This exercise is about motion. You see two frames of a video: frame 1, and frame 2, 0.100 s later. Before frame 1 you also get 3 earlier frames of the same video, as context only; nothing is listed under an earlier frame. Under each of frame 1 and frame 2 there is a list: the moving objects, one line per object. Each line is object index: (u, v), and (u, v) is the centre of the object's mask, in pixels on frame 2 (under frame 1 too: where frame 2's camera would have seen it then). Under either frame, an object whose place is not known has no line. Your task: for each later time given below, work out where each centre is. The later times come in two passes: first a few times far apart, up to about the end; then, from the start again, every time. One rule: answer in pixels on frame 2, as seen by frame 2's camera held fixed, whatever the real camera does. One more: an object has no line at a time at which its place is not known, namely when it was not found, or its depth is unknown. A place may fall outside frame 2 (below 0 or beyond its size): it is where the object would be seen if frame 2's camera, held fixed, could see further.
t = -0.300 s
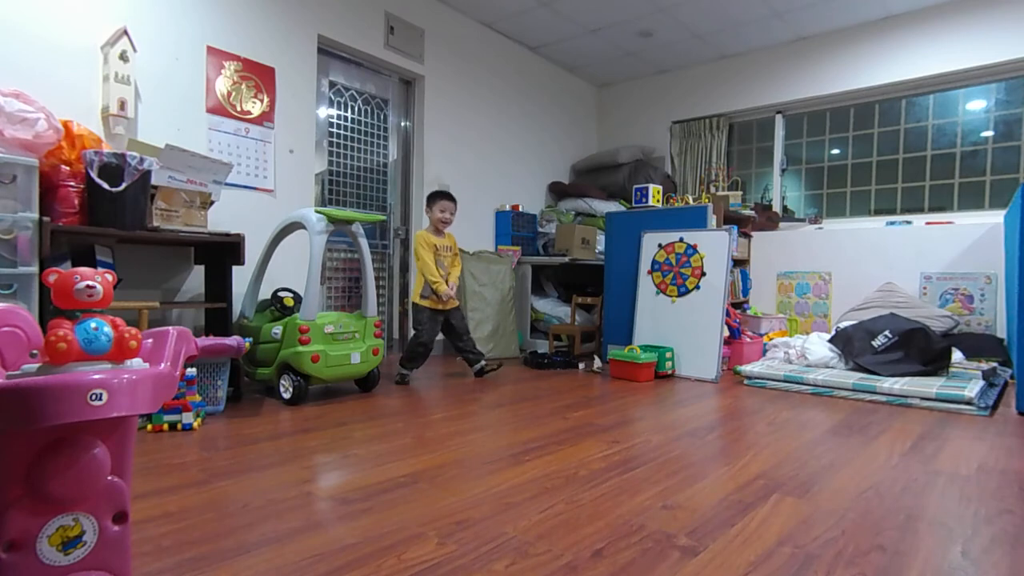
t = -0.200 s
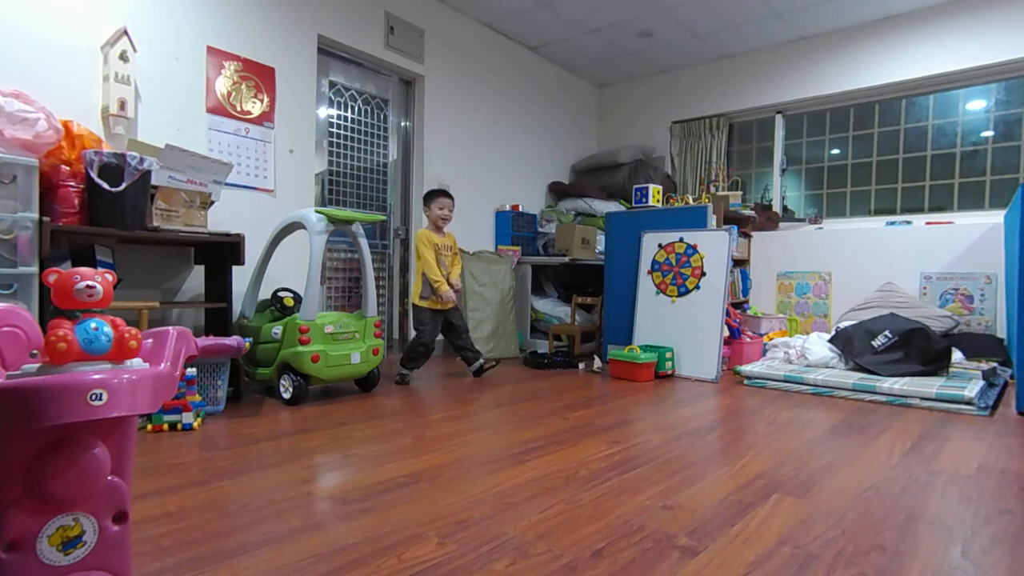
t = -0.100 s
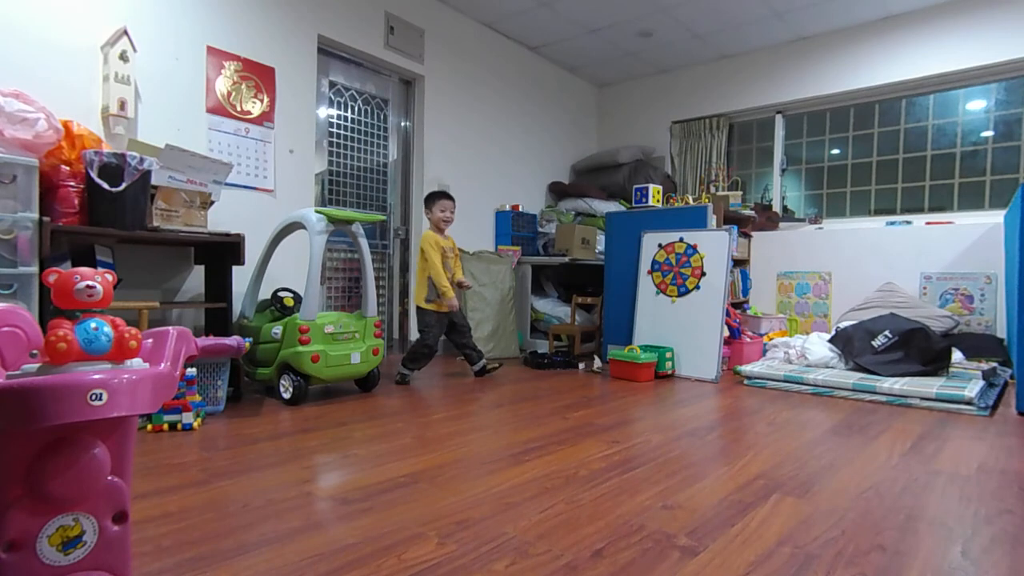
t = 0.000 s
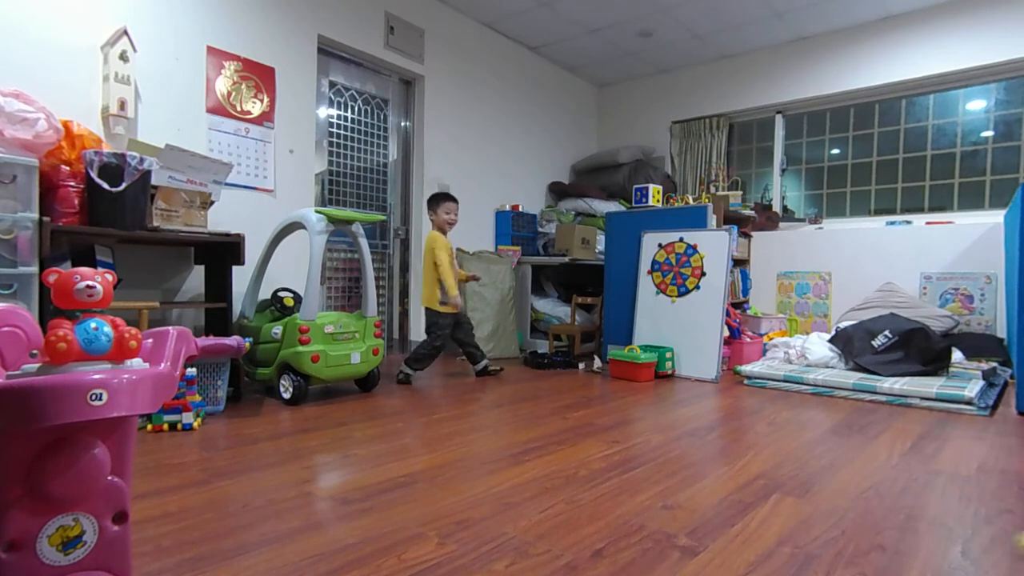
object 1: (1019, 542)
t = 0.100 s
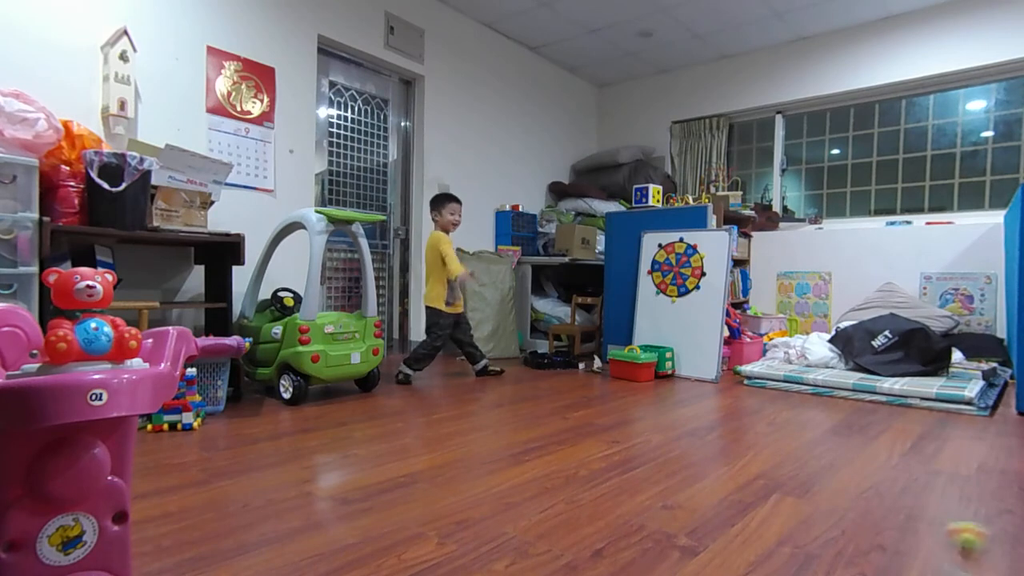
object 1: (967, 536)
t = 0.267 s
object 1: (875, 519)
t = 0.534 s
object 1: (774, 503)
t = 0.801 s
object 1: (710, 494)
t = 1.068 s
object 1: (668, 488)
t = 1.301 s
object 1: (647, 486)
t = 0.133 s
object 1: (947, 532)
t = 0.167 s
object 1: (927, 528)
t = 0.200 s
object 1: (908, 526)
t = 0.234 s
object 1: (891, 522)
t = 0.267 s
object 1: (875, 519)
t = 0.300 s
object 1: (860, 517)
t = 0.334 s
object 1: (846, 514)
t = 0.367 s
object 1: (832, 512)
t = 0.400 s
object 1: (818, 510)
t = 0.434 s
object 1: (807, 507)
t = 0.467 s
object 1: (795, 506)
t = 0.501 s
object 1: (784, 504)
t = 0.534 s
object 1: (774, 503)
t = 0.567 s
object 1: (765, 501)
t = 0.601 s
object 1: (755, 500)
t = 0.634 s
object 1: (746, 499)
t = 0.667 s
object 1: (738, 498)
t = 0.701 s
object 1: (731, 497)
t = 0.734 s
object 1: (724, 496)
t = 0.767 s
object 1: (717, 495)
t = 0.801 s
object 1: (710, 494)
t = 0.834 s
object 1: (704, 493)
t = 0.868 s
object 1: (698, 492)
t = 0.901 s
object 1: (693, 491)
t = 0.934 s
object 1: (687, 491)
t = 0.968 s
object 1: (683, 490)
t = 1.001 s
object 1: (677, 489)
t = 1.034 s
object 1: (672, 489)
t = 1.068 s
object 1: (668, 488)
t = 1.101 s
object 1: (665, 488)
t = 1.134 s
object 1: (661, 487)
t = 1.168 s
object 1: (659, 487)
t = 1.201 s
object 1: (654, 486)
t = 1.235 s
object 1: (651, 486)
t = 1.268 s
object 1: (649, 485)
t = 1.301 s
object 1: (647, 486)
